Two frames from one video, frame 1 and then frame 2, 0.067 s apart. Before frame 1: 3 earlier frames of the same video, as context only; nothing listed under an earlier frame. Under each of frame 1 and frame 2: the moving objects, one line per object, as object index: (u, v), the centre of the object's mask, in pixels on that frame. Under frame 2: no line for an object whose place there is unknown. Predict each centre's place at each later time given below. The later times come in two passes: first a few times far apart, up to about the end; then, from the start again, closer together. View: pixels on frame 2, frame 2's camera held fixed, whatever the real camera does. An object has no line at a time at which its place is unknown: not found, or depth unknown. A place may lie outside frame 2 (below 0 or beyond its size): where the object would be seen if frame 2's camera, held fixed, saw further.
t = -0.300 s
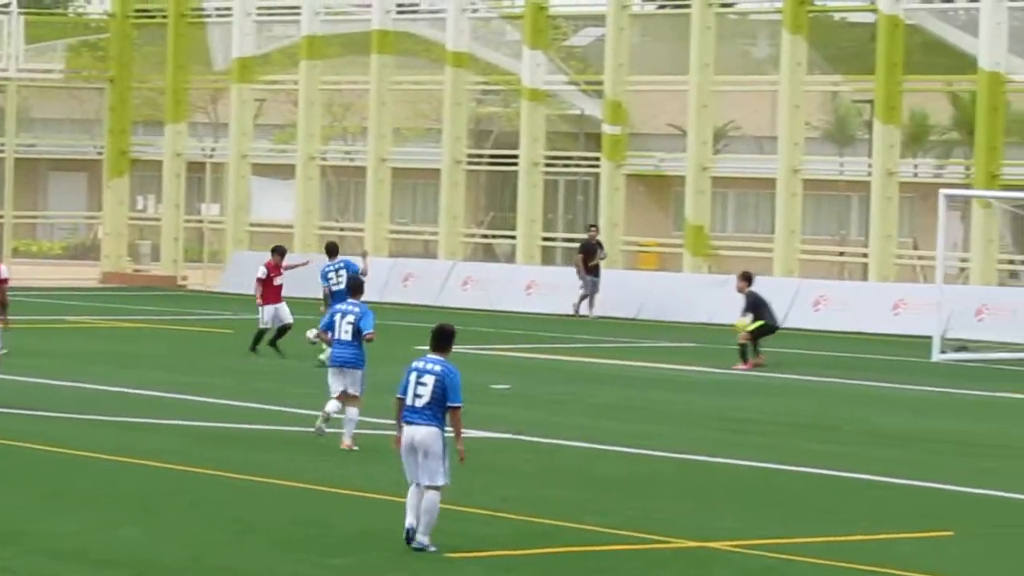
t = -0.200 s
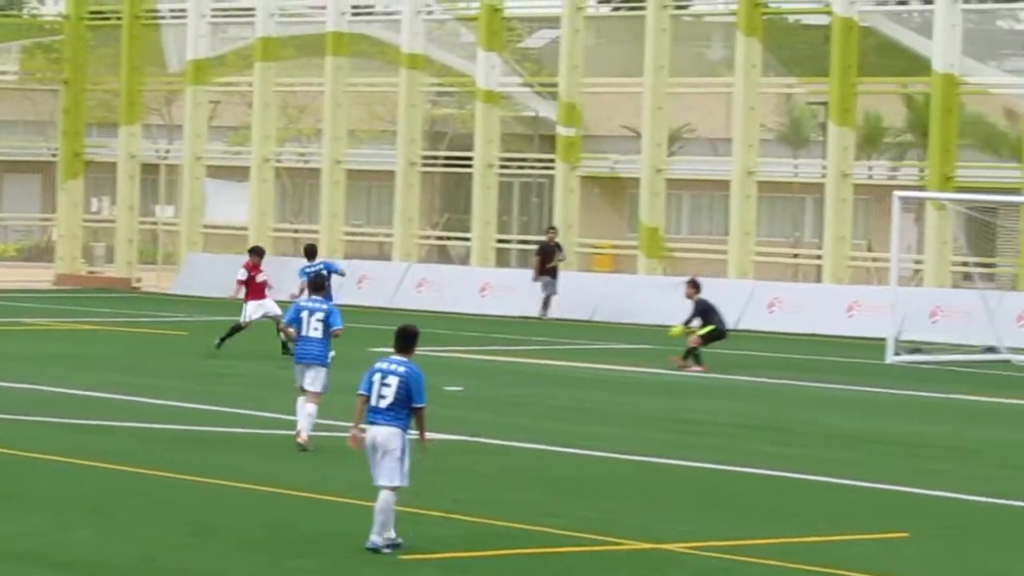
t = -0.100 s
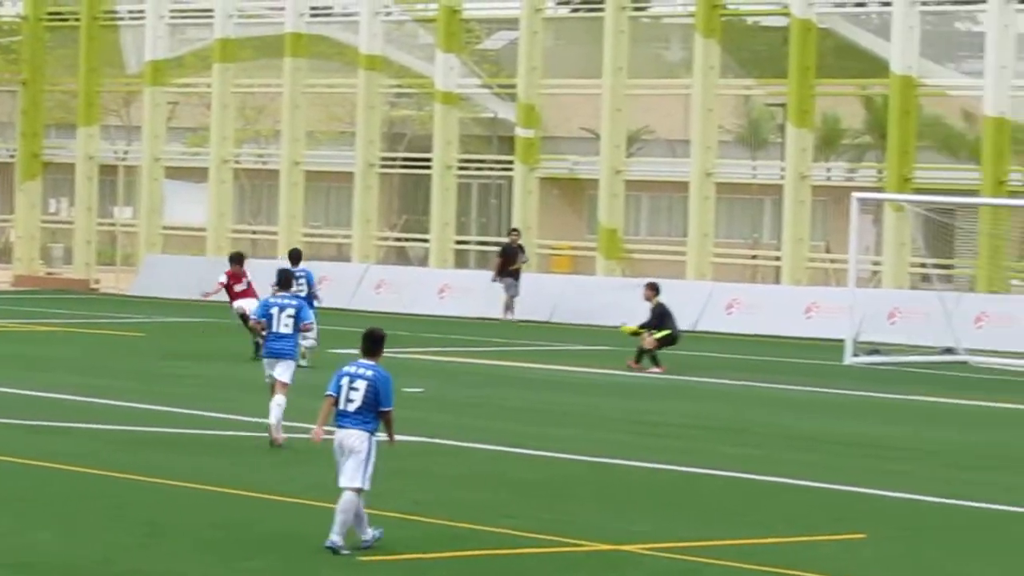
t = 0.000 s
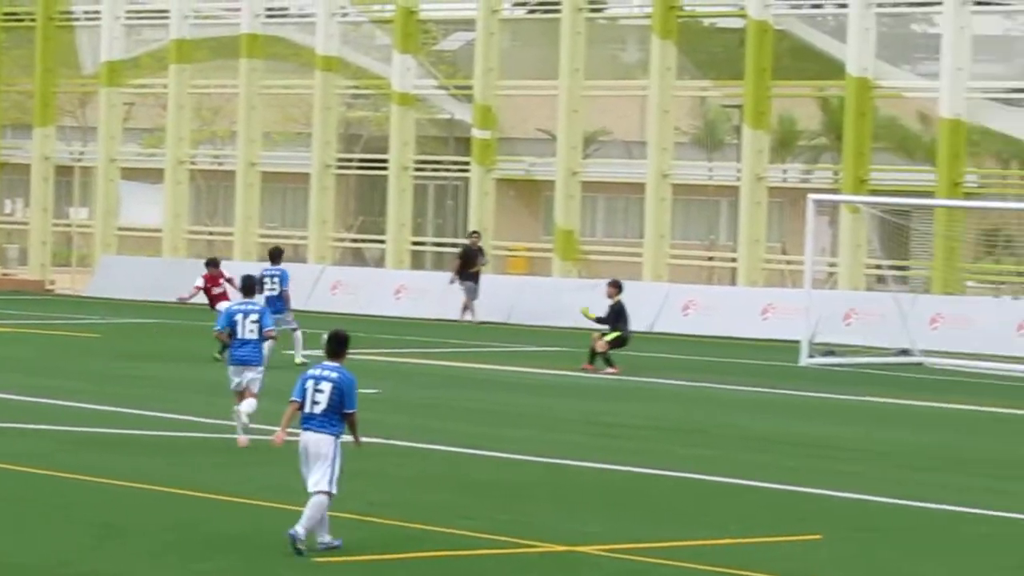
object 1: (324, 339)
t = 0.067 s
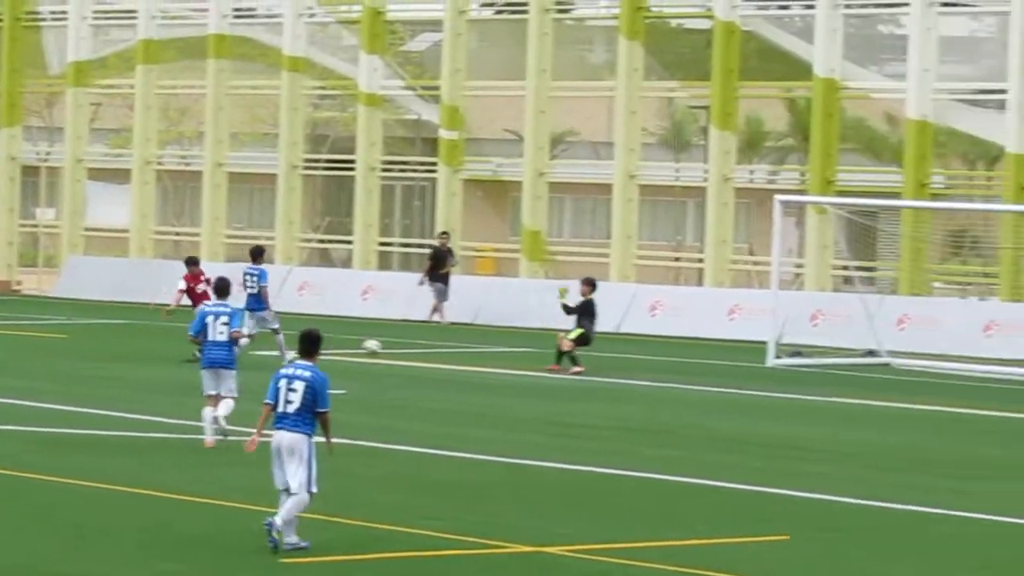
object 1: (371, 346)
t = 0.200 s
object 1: (509, 361)
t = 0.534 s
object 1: (771, 359)
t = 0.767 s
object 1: (942, 363)
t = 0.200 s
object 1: (509, 361)
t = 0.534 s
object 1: (771, 359)
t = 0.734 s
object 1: (918, 364)
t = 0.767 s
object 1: (942, 363)
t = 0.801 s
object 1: (966, 364)
